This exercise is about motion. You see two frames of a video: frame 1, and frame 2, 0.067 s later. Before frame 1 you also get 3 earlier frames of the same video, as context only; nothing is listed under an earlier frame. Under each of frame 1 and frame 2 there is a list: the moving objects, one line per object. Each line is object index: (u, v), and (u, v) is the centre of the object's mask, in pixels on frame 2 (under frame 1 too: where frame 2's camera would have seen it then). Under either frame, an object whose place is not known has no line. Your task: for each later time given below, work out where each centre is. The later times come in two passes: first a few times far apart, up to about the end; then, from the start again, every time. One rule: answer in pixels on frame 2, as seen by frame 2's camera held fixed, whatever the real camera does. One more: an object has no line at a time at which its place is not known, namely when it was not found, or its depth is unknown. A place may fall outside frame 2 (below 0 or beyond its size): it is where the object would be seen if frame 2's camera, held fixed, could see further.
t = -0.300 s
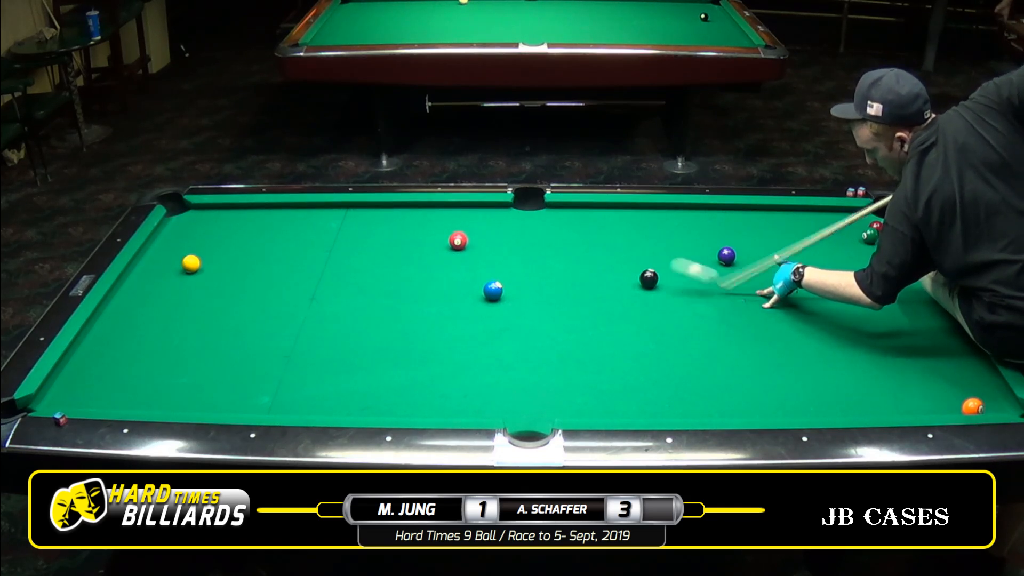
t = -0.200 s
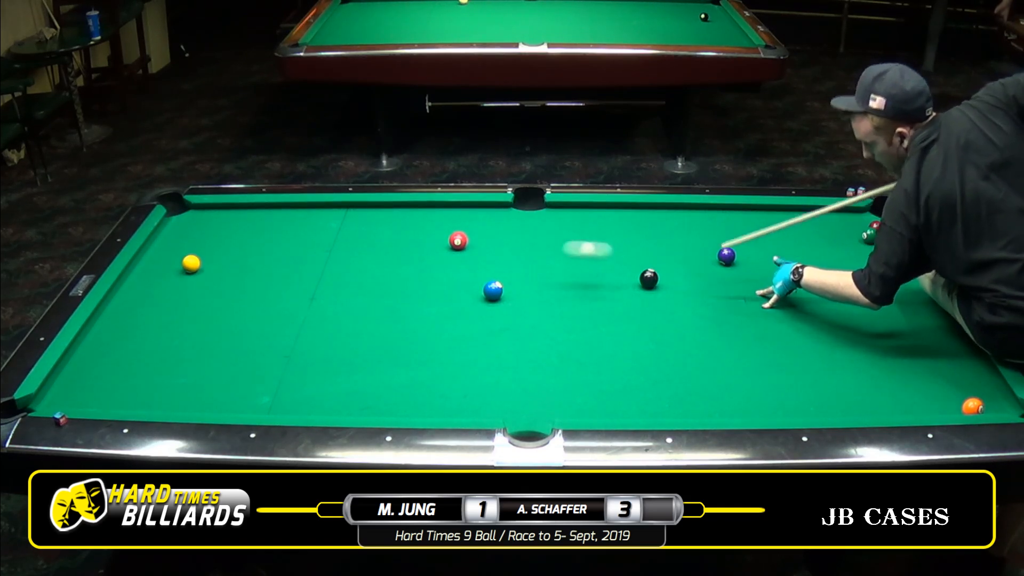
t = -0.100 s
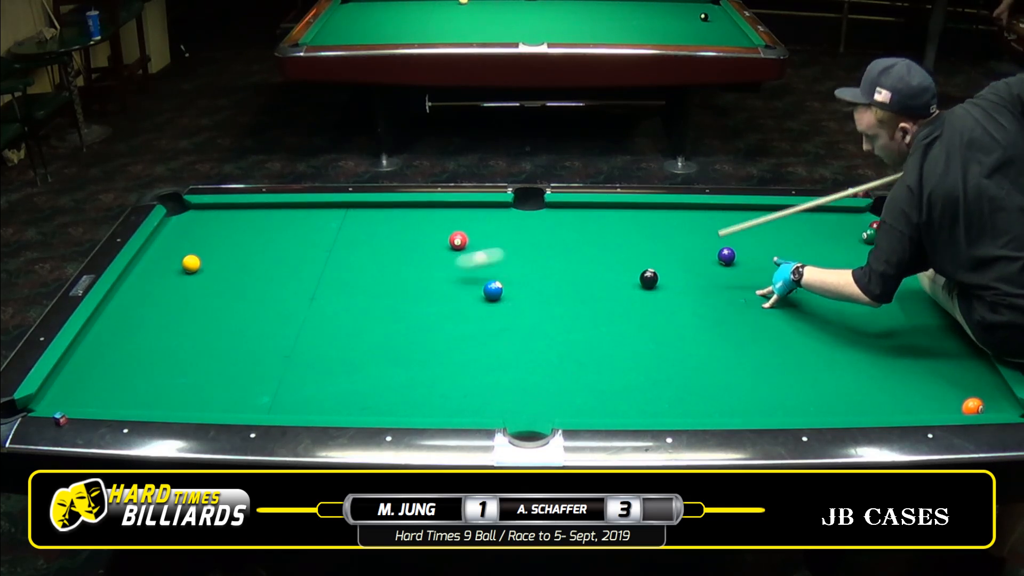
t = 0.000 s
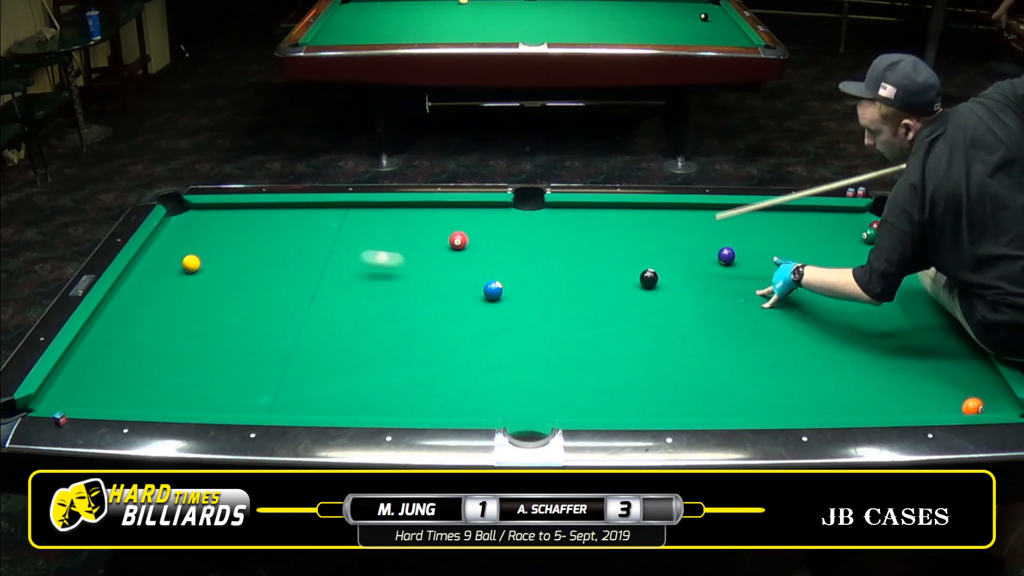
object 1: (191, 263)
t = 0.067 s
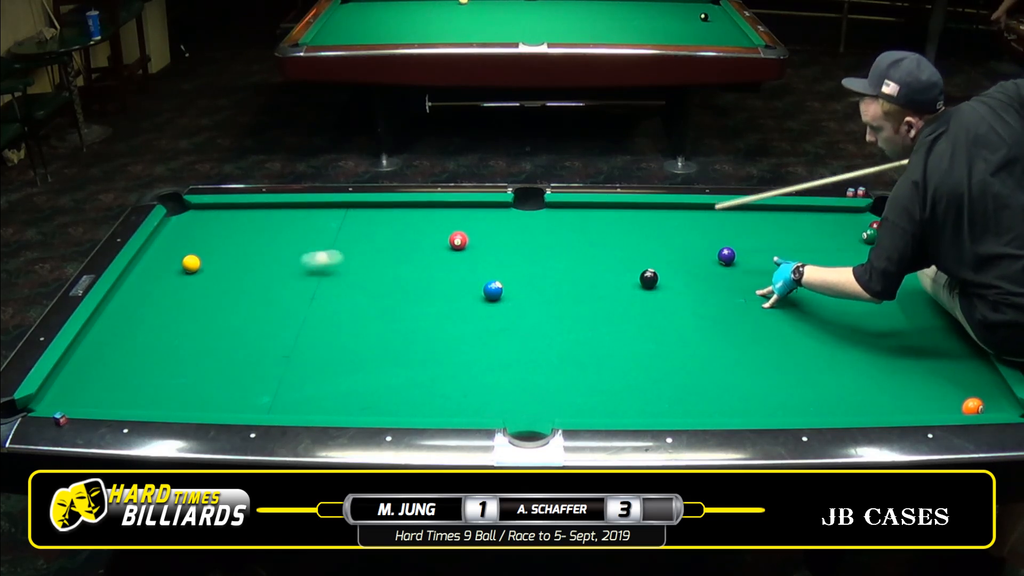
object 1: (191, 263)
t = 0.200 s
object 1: (191, 263)
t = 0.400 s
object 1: (152, 276)
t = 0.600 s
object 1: (207, 280)
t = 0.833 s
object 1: (273, 285)
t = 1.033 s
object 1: (332, 289)
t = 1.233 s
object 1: (391, 294)
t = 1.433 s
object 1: (451, 298)
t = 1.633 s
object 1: (510, 302)
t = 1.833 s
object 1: (569, 306)
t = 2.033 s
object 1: (627, 310)
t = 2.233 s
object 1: (683, 314)
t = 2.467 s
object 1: (747, 319)
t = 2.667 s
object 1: (800, 323)
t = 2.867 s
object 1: (850, 326)
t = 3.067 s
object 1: (898, 330)
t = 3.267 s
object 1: (944, 333)
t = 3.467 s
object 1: (954, 336)
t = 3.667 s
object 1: (928, 338)
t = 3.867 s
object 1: (902, 340)
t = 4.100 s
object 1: (873, 342)
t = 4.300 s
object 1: (848, 344)
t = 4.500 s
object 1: (824, 346)
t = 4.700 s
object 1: (800, 348)
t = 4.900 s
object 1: (778, 350)
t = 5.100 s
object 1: (756, 351)
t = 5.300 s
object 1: (735, 353)
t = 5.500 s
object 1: (715, 354)
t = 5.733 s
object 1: (693, 356)
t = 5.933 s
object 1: (675, 358)
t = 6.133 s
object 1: (659, 360)
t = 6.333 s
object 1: (644, 361)
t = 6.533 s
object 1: (629, 362)
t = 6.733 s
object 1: (616, 364)
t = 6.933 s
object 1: (604, 365)
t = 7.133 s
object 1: (594, 366)
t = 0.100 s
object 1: (191, 264)
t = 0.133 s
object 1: (191, 263)
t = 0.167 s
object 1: (191, 263)
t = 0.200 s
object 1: (191, 263)
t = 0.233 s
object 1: (174, 266)
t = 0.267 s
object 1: (153, 269)
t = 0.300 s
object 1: (134, 273)
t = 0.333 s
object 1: (133, 274)
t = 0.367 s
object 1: (143, 275)
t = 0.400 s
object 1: (152, 276)
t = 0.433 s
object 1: (161, 277)
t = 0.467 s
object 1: (170, 278)
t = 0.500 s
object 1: (179, 278)
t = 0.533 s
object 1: (188, 279)
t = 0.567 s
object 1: (198, 280)
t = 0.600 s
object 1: (207, 280)
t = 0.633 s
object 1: (217, 281)
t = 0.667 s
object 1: (226, 282)
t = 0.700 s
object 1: (236, 283)
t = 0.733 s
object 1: (245, 283)
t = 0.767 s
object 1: (255, 284)
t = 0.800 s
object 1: (265, 285)
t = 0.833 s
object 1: (273, 285)
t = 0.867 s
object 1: (284, 286)
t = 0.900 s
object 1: (293, 287)
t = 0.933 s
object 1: (303, 287)
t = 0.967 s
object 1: (313, 288)
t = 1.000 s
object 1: (322, 289)
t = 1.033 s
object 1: (332, 289)
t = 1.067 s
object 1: (342, 290)
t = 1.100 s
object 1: (352, 291)
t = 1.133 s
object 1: (362, 291)
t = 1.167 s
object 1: (372, 292)
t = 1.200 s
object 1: (381, 293)
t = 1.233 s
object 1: (391, 294)
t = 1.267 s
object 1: (401, 294)
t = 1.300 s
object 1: (411, 295)
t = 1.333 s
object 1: (421, 296)
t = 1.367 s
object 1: (431, 297)
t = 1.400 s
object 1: (441, 297)
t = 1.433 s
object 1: (451, 298)
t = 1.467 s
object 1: (460, 299)
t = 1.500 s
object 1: (471, 300)
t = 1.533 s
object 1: (480, 300)
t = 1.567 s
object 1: (490, 301)
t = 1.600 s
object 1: (500, 302)
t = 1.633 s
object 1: (510, 302)
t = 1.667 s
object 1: (520, 303)
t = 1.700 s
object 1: (529, 304)
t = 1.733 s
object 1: (539, 304)
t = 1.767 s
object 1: (550, 305)
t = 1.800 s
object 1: (559, 306)
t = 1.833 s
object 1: (569, 306)
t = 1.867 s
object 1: (579, 307)
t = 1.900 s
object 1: (588, 308)
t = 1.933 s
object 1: (598, 308)
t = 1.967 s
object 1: (608, 309)
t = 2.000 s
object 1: (617, 310)
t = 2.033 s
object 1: (627, 310)
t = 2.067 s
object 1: (636, 311)
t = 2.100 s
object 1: (646, 312)
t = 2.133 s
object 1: (655, 312)
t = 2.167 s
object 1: (665, 313)
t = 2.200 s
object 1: (674, 314)
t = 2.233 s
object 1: (683, 314)
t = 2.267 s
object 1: (693, 315)
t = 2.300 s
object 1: (702, 316)
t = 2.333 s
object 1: (711, 316)
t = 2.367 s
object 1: (720, 317)
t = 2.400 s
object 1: (729, 318)
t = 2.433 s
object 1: (738, 318)
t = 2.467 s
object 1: (747, 319)
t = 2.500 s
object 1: (756, 320)
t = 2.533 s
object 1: (765, 320)
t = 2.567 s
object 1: (774, 321)
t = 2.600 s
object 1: (782, 321)
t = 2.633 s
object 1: (792, 322)
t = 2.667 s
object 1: (800, 323)
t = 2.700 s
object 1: (808, 323)
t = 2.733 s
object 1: (817, 324)
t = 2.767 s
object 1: (825, 325)
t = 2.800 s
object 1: (834, 325)
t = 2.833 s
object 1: (842, 326)
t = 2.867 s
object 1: (850, 326)
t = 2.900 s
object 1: (859, 327)
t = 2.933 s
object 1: (867, 328)
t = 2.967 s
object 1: (875, 328)
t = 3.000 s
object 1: (883, 329)
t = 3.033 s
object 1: (891, 330)
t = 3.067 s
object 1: (898, 330)
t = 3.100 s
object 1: (906, 331)
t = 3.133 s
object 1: (914, 331)
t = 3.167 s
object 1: (922, 331)
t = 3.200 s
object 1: (929, 332)
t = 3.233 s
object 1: (937, 332)
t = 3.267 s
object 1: (944, 333)
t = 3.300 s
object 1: (951, 335)
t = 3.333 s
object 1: (959, 334)
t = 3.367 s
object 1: (966, 332)
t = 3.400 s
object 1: (963, 334)
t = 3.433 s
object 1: (959, 336)
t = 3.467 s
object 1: (954, 336)
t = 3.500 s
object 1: (950, 336)
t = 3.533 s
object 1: (946, 337)
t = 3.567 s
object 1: (941, 337)
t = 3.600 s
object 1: (937, 337)
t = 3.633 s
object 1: (933, 337)
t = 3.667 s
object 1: (928, 338)
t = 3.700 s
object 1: (924, 338)
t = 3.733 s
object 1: (920, 339)
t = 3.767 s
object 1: (915, 339)
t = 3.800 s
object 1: (911, 339)
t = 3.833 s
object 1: (907, 340)
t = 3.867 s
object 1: (902, 340)
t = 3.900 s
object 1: (898, 341)
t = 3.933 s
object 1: (894, 341)
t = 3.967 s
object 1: (890, 341)
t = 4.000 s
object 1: (885, 342)
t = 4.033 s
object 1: (881, 342)
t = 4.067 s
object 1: (877, 342)
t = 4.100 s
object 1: (873, 342)
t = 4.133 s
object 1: (869, 343)
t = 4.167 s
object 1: (865, 343)
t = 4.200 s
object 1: (860, 344)
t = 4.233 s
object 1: (856, 344)
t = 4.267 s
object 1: (852, 344)
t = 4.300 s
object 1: (848, 344)
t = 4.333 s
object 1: (844, 345)
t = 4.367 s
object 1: (840, 345)
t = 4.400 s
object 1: (836, 345)
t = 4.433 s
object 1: (832, 346)
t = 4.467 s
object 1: (827, 346)
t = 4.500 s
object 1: (824, 346)
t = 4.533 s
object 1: (820, 346)
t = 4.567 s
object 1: (816, 347)
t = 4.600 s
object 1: (812, 347)
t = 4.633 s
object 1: (808, 347)
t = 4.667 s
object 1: (804, 347)
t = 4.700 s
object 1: (800, 348)
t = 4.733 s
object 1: (797, 348)
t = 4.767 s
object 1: (793, 348)
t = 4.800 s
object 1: (789, 349)
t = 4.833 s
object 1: (785, 349)
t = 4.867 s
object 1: (781, 349)
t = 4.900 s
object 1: (778, 350)
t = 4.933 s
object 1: (774, 350)
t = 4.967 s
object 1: (770, 350)
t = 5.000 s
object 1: (767, 351)
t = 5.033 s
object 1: (763, 351)
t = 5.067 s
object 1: (760, 351)
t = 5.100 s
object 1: (756, 351)
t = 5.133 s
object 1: (752, 352)
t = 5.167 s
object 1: (749, 352)
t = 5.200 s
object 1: (746, 352)
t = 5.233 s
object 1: (742, 352)
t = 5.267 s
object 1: (739, 353)
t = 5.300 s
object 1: (735, 353)
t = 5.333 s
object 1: (732, 353)
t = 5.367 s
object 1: (728, 353)
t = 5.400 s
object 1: (725, 354)
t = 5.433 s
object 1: (722, 354)
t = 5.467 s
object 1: (718, 354)
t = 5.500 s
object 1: (715, 354)
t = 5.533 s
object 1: (712, 355)
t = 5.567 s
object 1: (709, 355)
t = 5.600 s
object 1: (706, 355)
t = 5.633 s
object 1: (703, 355)
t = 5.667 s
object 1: (700, 356)
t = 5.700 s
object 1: (696, 356)
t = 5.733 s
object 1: (693, 356)
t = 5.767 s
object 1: (690, 356)
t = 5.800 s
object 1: (687, 357)
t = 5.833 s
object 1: (684, 357)
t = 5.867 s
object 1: (682, 357)
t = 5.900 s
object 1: (678, 358)
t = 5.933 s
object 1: (675, 358)
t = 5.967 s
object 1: (673, 358)
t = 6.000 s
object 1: (670, 358)
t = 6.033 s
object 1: (667, 359)
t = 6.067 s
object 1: (664, 359)
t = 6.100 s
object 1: (661, 359)
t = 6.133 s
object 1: (659, 360)
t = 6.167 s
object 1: (657, 360)
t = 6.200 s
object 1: (654, 360)
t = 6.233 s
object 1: (651, 360)
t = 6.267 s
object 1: (649, 360)
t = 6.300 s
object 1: (646, 361)
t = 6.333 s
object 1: (644, 361)
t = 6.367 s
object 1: (641, 361)
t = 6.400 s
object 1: (639, 361)
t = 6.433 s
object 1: (636, 362)
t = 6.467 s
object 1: (634, 362)
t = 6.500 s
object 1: (632, 362)
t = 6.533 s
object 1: (629, 362)
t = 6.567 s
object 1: (627, 363)
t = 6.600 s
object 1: (625, 363)
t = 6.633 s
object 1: (623, 363)
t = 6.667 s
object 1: (621, 363)
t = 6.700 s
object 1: (618, 363)
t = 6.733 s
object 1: (616, 364)
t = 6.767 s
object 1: (614, 364)
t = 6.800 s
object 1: (612, 364)
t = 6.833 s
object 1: (611, 364)
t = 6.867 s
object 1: (608, 364)
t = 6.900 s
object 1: (606, 365)
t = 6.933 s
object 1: (604, 365)
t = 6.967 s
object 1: (603, 365)
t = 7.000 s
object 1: (601, 365)
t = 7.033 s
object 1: (599, 365)
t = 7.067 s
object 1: (597, 366)
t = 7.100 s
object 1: (596, 366)
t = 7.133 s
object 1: (594, 366)
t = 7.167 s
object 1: (592, 366)
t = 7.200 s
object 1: (591, 366)
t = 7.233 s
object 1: (589, 366)
